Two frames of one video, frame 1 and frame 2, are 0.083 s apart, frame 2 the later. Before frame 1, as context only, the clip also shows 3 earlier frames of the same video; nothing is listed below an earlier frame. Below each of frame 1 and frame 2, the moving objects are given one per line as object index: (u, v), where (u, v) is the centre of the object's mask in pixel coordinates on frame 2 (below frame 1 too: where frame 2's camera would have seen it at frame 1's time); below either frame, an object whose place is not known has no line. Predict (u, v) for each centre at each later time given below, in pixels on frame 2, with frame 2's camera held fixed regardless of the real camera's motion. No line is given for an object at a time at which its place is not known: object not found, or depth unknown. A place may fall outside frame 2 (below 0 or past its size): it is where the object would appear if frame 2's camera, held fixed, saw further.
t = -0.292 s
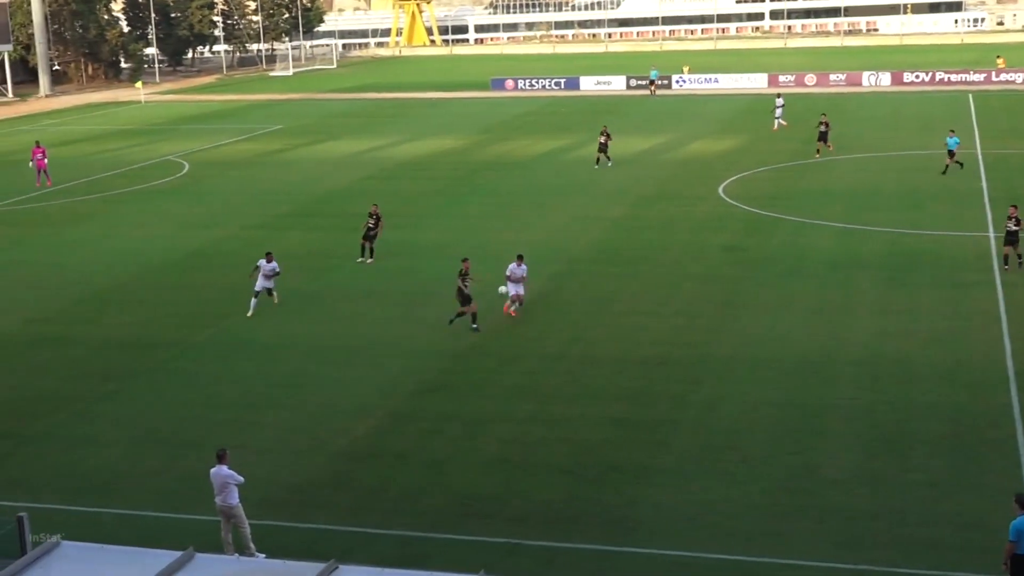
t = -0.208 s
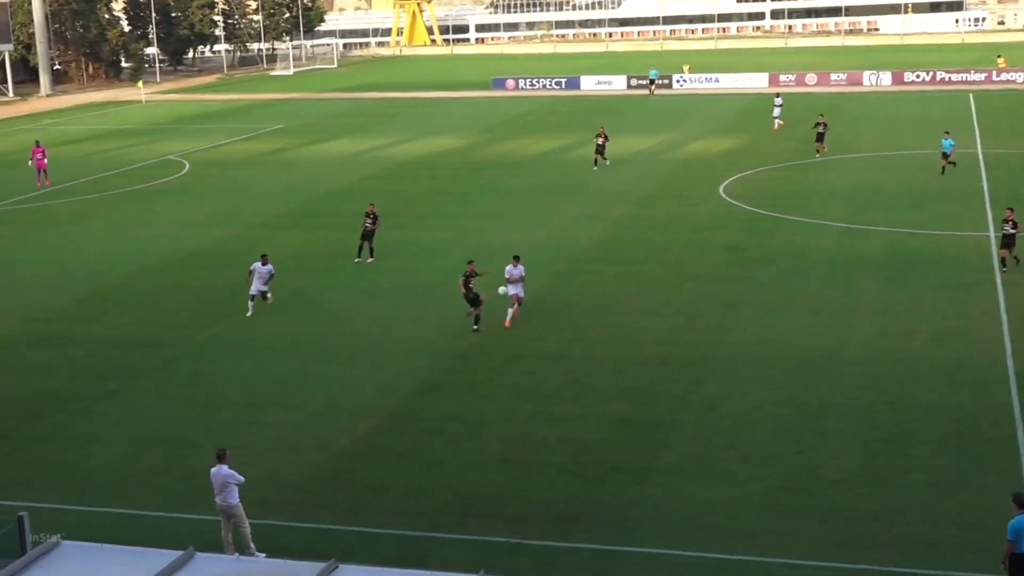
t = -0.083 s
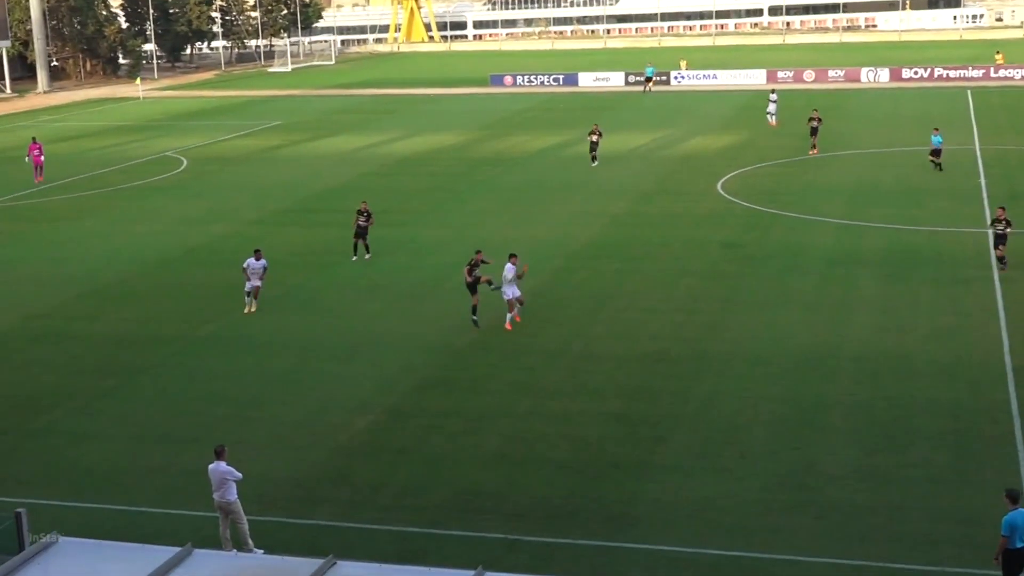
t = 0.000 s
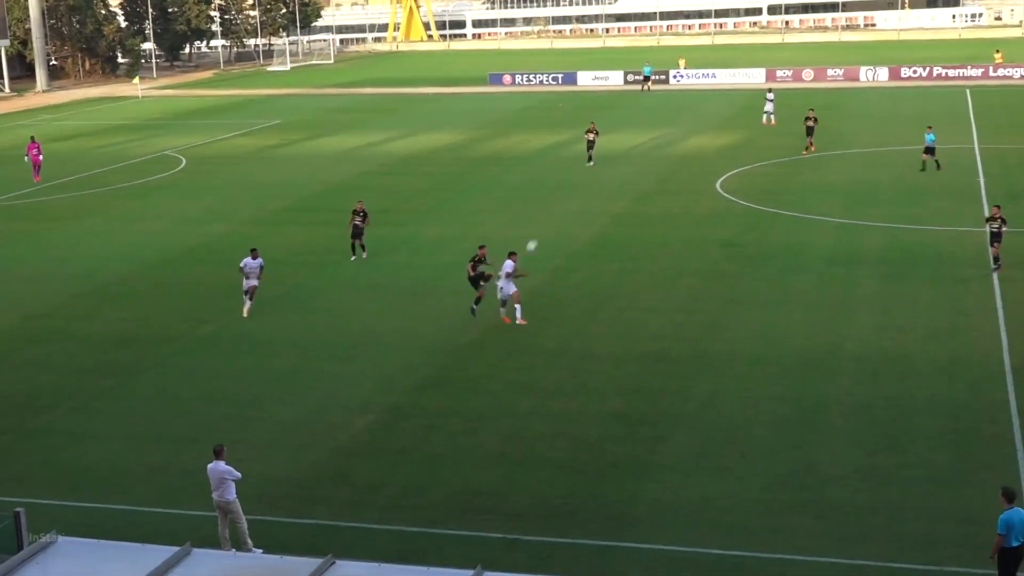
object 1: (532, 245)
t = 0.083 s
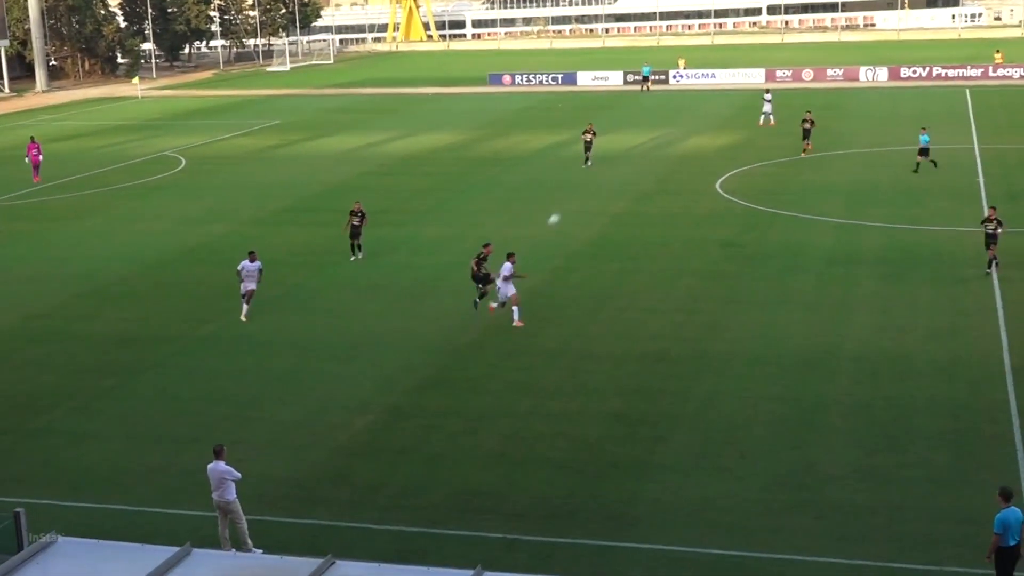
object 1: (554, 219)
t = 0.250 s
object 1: (598, 173)
